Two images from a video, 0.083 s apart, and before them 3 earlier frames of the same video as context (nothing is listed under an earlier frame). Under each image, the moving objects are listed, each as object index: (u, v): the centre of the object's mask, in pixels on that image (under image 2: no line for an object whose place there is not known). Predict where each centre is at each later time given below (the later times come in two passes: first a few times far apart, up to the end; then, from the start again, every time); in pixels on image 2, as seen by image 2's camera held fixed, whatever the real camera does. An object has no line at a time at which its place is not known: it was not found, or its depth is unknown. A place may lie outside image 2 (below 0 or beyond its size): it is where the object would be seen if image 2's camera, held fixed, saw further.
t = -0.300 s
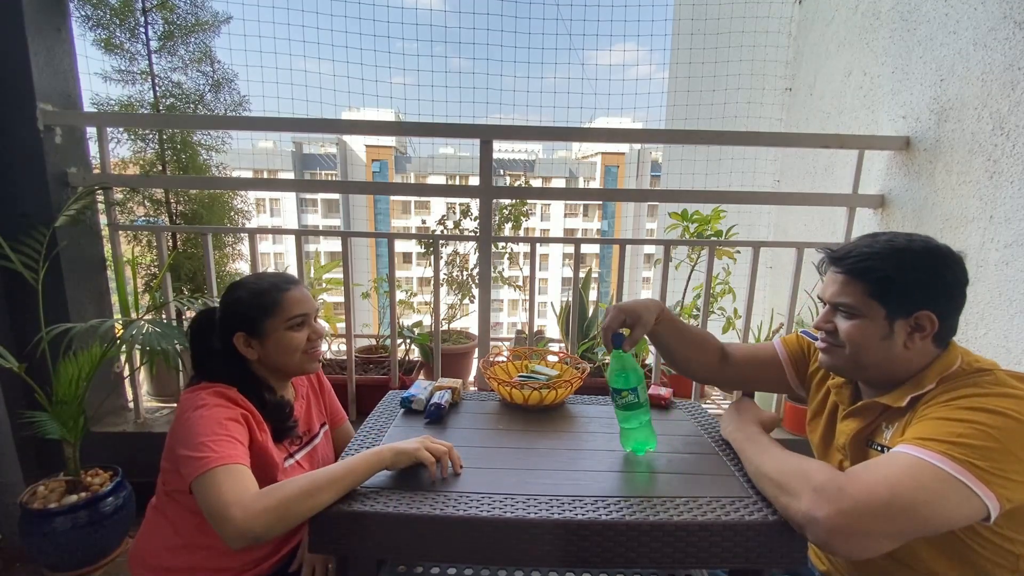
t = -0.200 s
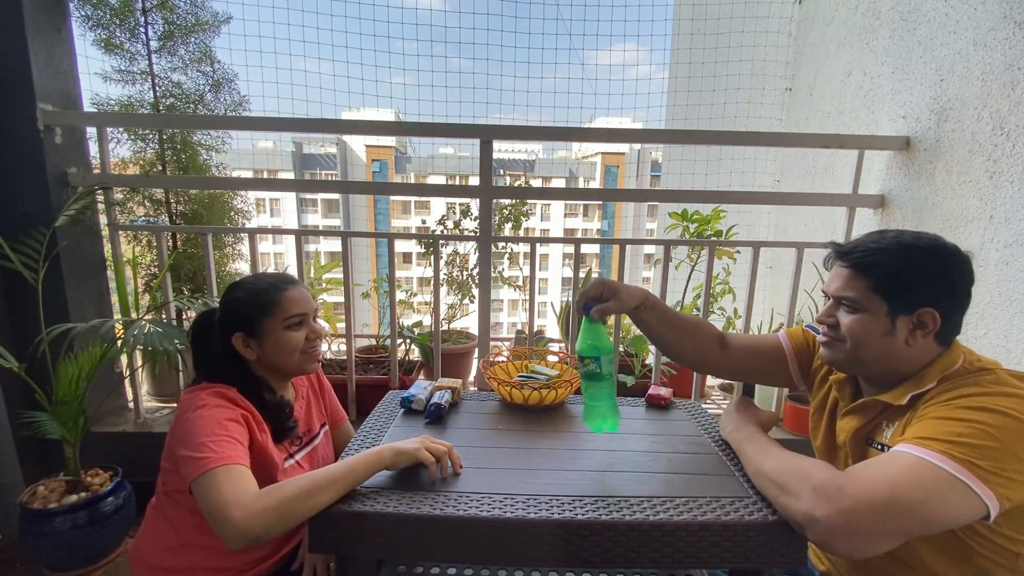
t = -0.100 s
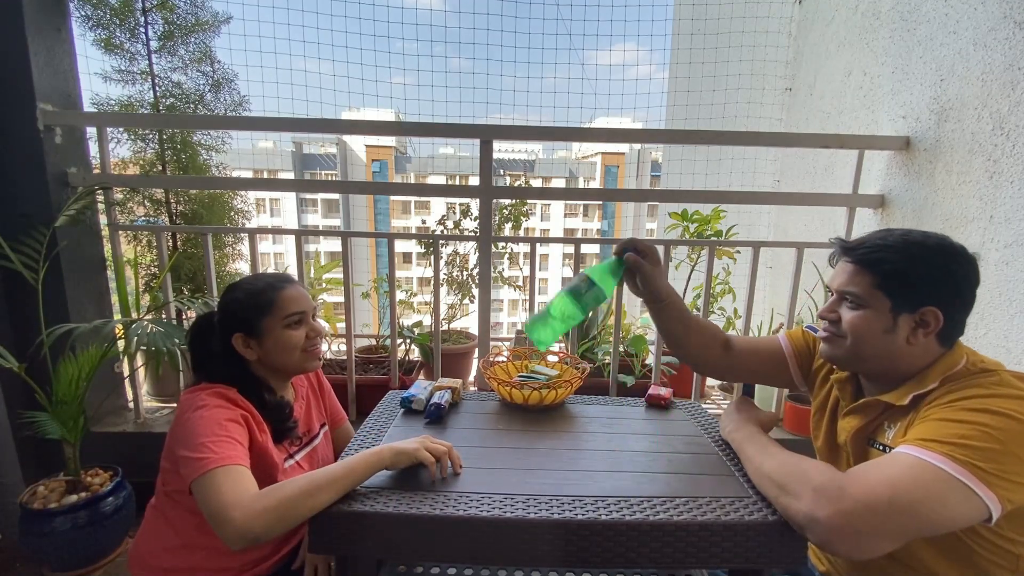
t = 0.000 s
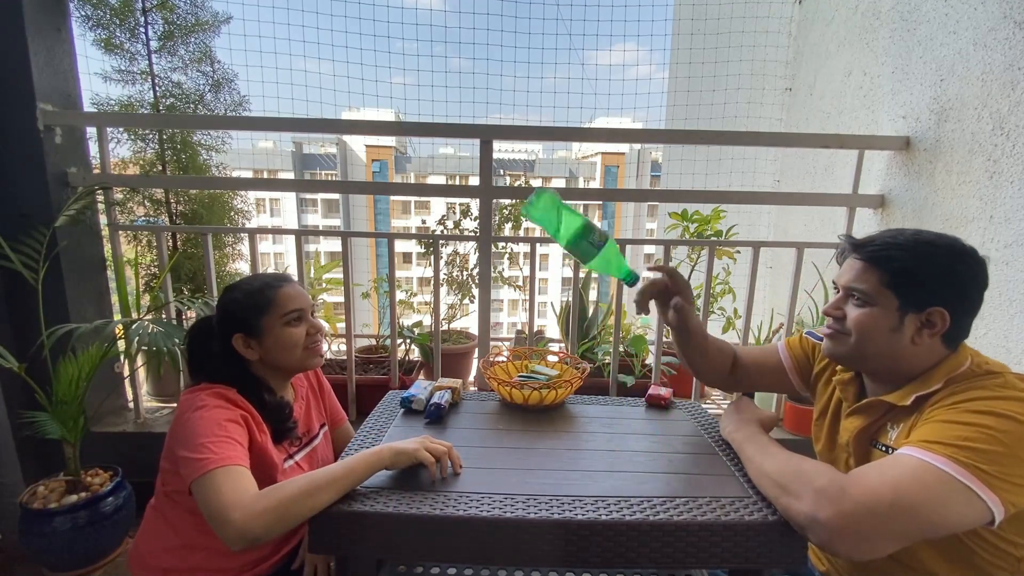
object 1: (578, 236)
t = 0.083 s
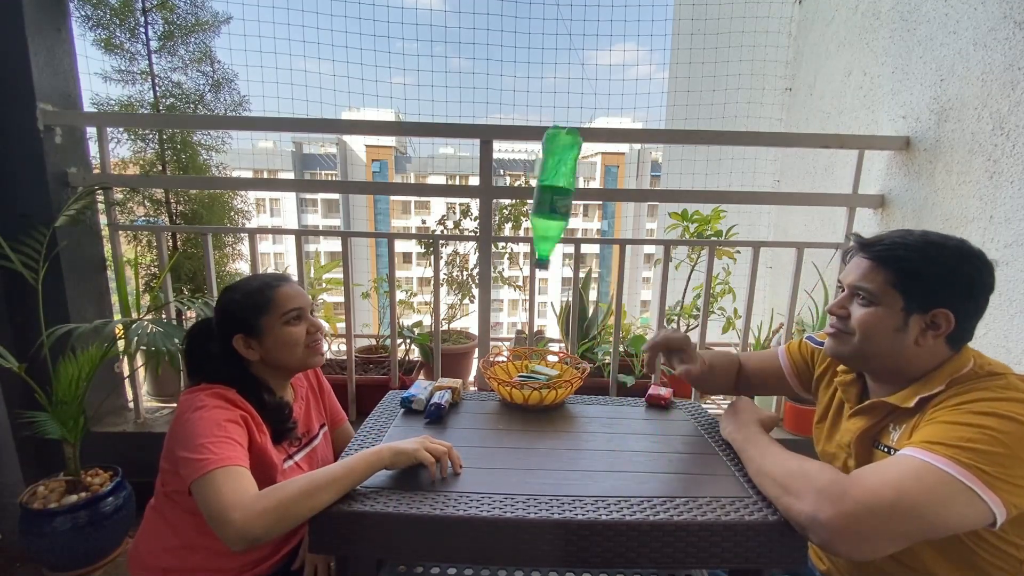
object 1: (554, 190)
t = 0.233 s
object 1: (544, 171)
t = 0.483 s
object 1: (559, 394)
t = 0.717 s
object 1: (569, 406)
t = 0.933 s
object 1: (573, 416)
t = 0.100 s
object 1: (551, 183)
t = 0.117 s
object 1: (548, 176)
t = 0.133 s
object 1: (546, 171)
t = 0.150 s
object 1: (544, 167)
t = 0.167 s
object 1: (543, 165)
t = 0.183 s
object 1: (542, 164)
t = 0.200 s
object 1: (542, 164)
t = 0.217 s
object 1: (543, 166)
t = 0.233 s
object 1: (544, 171)
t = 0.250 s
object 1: (546, 177)
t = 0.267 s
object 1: (547, 185)
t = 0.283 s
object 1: (549, 195)
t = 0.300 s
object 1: (551, 207)
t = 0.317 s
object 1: (553, 220)
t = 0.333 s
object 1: (554, 235)
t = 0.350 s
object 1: (555, 252)
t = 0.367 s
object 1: (557, 269)
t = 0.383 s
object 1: (558, 288)
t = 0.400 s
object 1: (559, 308)
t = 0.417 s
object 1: (559, 330)
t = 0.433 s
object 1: (560, 351)
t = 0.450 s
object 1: (560, 374)
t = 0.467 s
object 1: (560, 396)
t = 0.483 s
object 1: (559, 394)
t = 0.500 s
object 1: (559, 387)
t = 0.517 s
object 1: (559, 387)
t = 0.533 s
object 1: (561, 390)
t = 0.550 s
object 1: (562, 392)
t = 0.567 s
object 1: (563, 392)
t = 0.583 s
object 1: (564, 395)
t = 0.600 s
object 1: (565, 399)
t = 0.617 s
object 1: (566, 401)
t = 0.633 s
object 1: (567, 404)
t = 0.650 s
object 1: (568, 404)
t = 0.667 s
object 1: (568, 405)
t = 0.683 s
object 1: (568, 405)
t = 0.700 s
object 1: (569, 406)
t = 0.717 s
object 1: (569, 406)
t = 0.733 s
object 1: (569, 406)
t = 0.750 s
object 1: (568, 406)
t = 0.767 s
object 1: (568, 407)
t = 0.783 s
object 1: (568, 407)
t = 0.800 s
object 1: (568, 407)
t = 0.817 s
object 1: (568, 407)
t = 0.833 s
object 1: (568, 408)
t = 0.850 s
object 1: (569, 409)
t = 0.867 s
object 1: (569, 410)
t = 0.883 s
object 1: (570, 411)
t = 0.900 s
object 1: (571, 413)
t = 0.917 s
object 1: (572, 415)
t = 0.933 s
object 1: (573, 416)
